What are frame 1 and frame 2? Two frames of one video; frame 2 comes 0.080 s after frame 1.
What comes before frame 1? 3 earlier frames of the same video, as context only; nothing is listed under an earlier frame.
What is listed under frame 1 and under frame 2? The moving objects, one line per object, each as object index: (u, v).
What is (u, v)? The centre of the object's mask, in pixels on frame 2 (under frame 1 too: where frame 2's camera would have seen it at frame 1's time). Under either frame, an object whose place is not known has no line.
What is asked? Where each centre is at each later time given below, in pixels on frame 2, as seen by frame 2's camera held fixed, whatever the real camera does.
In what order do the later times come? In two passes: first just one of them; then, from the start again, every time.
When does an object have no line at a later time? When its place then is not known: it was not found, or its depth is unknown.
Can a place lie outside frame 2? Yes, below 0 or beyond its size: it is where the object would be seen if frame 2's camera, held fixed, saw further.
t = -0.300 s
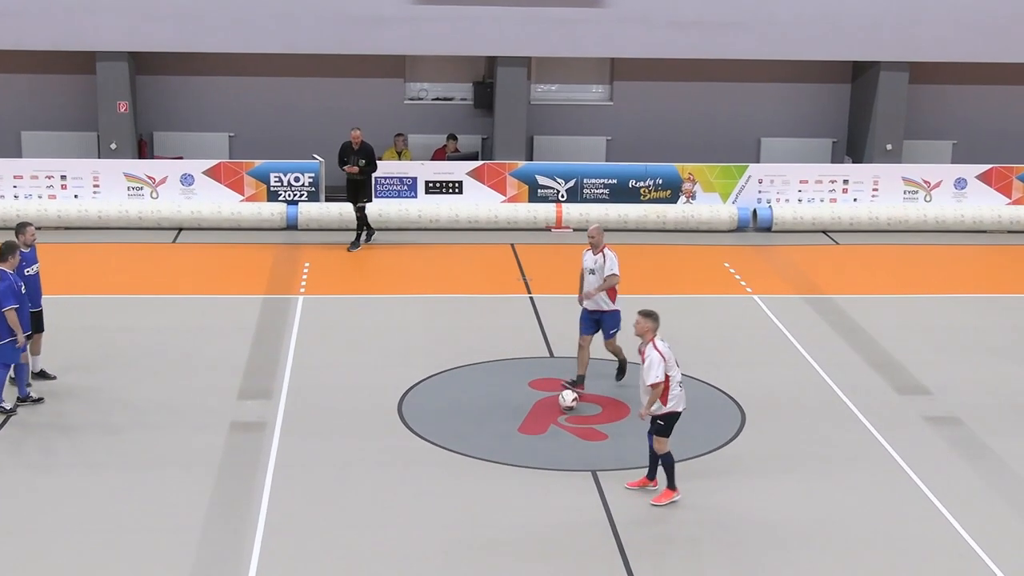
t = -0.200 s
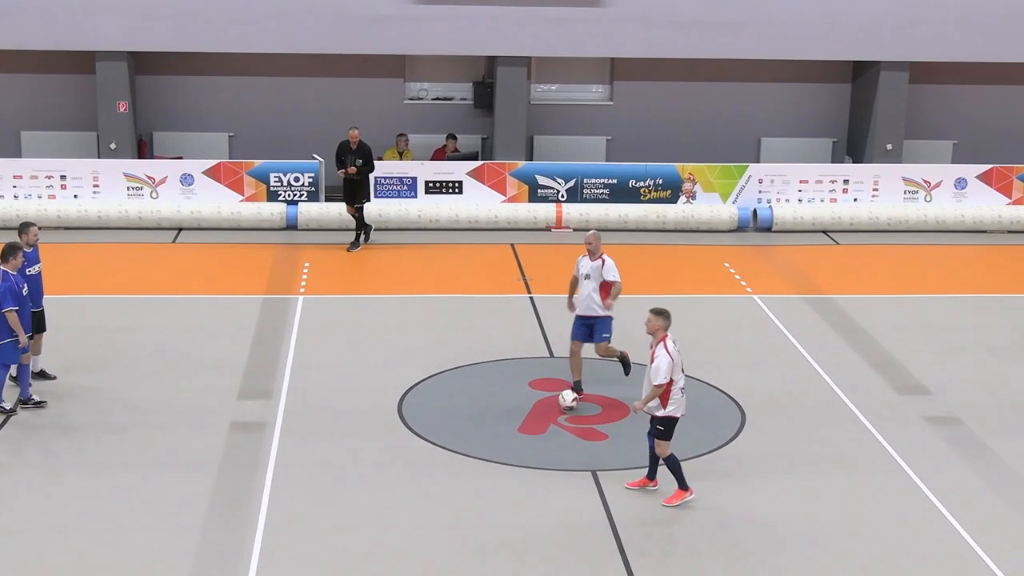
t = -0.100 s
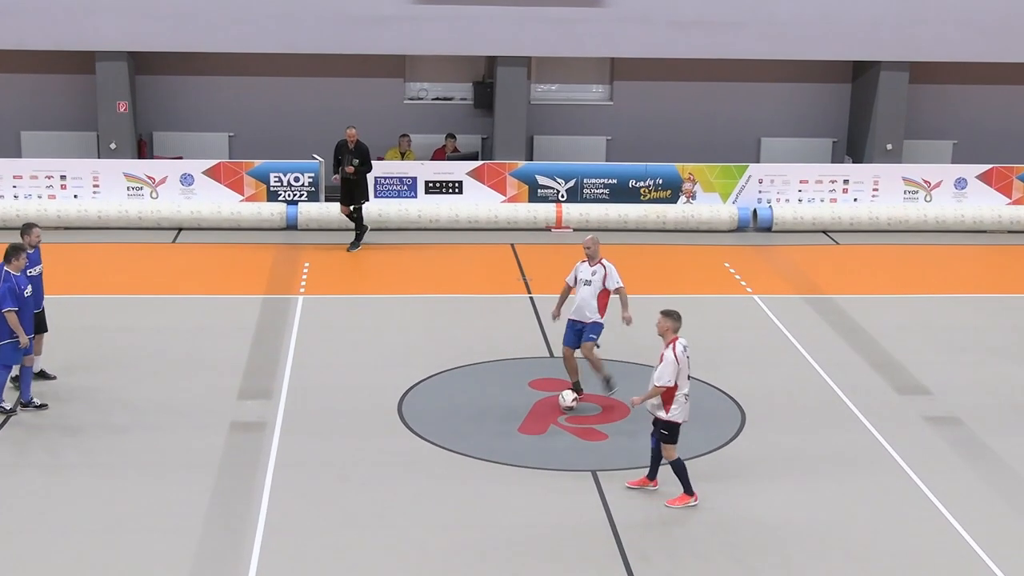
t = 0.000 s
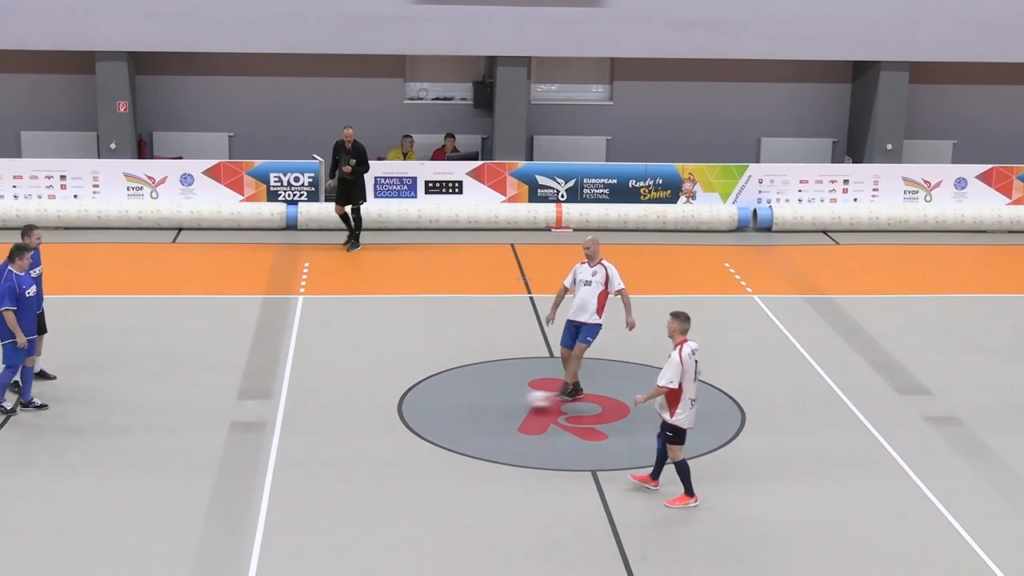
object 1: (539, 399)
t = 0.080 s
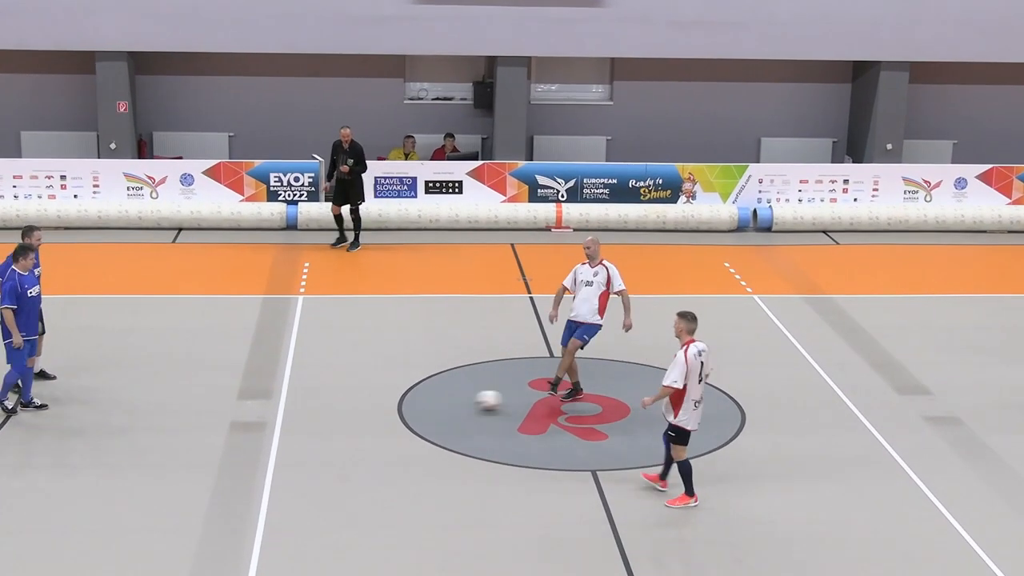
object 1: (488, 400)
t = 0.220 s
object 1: (409, 401)
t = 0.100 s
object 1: (476, 399)
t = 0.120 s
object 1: (464, 400)
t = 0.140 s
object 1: (453, 400)
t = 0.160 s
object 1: (441, 400)
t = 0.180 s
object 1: (430, 400)
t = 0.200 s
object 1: (419, 400)
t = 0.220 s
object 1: (409, 401)
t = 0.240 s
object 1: (395, 401)
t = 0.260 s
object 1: (386, 401)
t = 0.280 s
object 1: (376, 401)
